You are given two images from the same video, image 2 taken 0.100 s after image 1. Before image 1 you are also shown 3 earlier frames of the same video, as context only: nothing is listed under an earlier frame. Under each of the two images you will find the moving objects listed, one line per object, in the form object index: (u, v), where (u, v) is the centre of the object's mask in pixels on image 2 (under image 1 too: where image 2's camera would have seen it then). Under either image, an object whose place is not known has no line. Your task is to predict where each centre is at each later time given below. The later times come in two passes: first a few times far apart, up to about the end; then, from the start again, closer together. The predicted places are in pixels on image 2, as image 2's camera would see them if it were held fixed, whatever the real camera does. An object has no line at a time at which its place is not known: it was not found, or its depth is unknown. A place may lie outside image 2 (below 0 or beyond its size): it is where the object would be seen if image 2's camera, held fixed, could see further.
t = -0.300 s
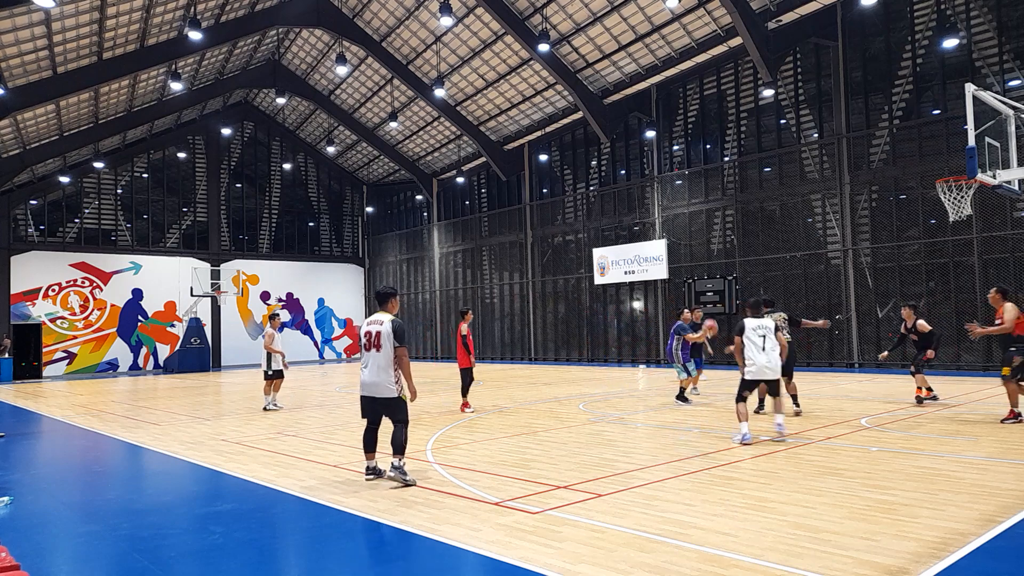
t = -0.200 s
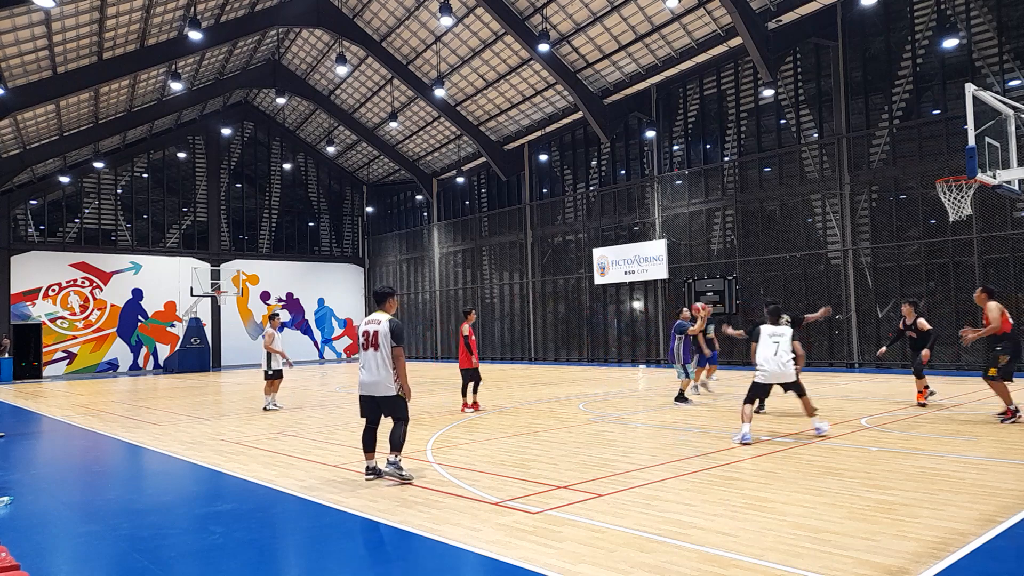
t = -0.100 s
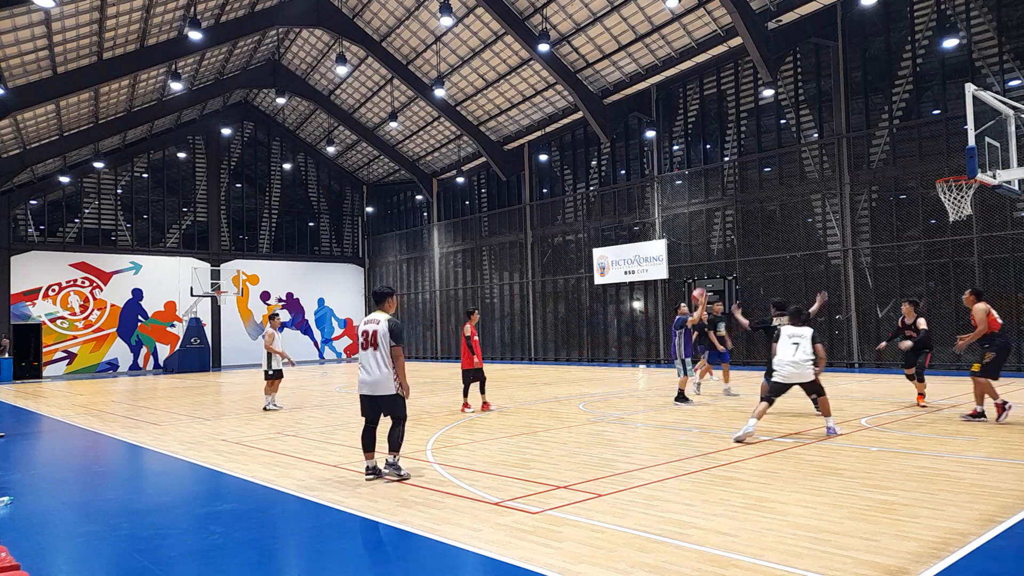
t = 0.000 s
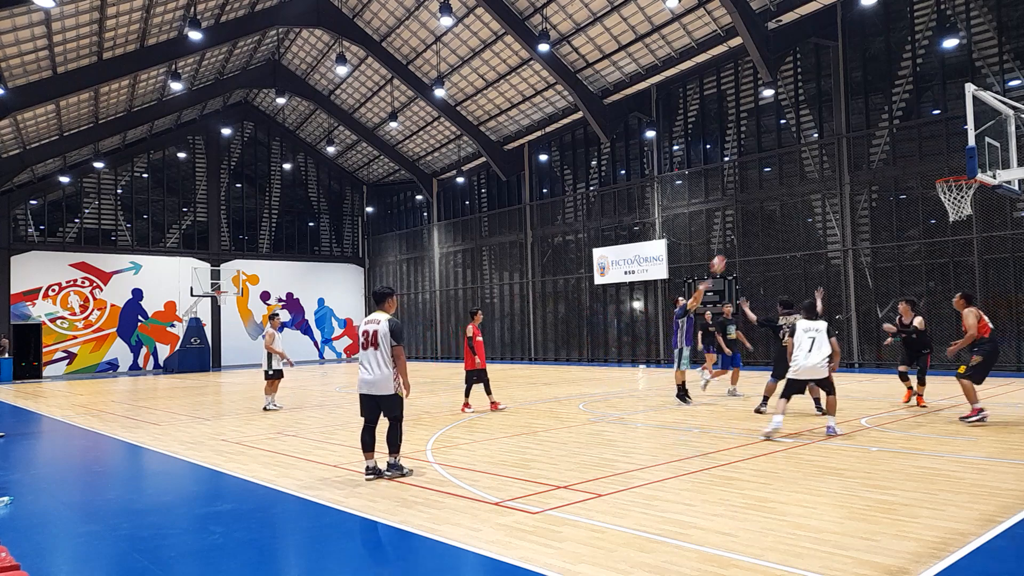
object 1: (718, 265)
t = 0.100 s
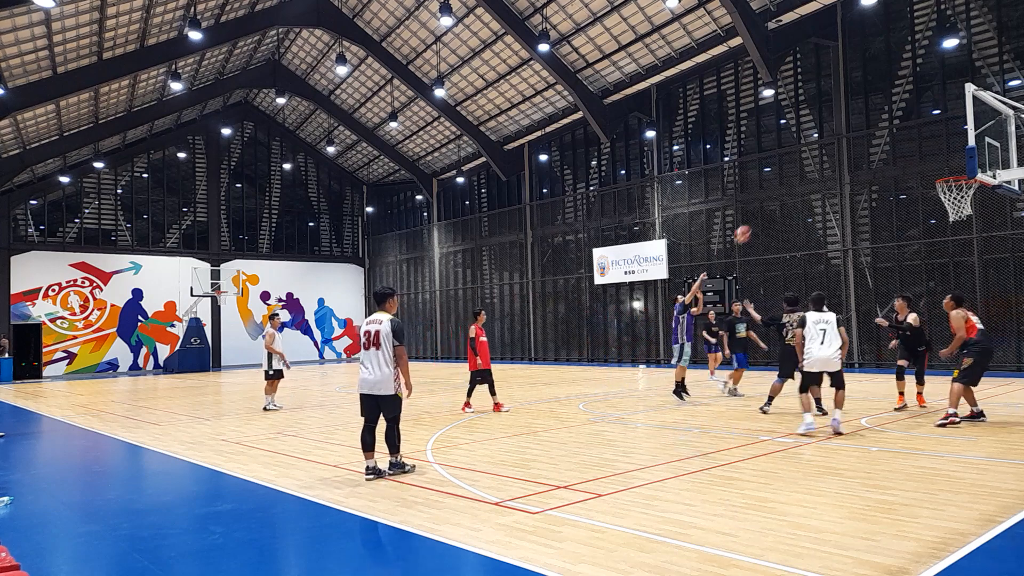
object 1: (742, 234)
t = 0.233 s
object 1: (777, 201)
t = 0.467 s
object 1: (844, 167)
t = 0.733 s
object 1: (937, 170)
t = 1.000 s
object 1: (963, 162)
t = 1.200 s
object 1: (949, 175)
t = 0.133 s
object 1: (751, 225)
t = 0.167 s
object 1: (759, 217)
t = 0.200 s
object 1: (767, 209)
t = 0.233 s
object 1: (777, 201)
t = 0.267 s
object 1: (786, 195)
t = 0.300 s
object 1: (795, 189)
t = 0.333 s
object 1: (804, 183)
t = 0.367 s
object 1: (814, 178)
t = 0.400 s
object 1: (824, 173)
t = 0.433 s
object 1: (834, 170)
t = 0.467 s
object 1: (844, 167)
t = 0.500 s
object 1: (855, 165)
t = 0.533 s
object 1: (866, 163)
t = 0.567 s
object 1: (877, 162)
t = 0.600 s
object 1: (889, 162)
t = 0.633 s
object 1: (901, 163)
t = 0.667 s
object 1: (912, 165)
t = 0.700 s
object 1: (925, 167)
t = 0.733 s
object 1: (937, 170)
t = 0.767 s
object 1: (947, 170)
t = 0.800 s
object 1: (955, 170)
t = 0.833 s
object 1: (959, 168)
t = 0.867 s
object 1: (963, 167)
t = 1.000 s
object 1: (963, 162)
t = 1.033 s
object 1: (962, 163)
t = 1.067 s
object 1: (960, 165)
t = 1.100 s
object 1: (958, 167)
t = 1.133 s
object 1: (956, 169)
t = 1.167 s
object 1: (952, 171)
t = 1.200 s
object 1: (949, 175)
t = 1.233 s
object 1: (944, 184)
